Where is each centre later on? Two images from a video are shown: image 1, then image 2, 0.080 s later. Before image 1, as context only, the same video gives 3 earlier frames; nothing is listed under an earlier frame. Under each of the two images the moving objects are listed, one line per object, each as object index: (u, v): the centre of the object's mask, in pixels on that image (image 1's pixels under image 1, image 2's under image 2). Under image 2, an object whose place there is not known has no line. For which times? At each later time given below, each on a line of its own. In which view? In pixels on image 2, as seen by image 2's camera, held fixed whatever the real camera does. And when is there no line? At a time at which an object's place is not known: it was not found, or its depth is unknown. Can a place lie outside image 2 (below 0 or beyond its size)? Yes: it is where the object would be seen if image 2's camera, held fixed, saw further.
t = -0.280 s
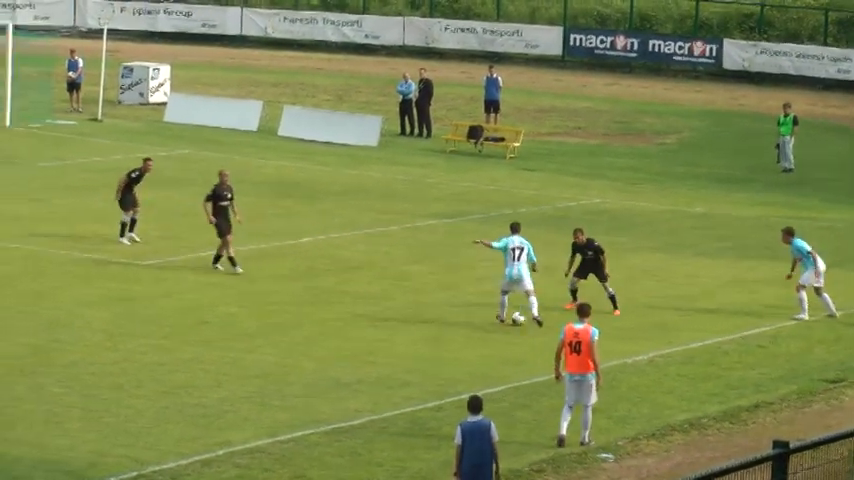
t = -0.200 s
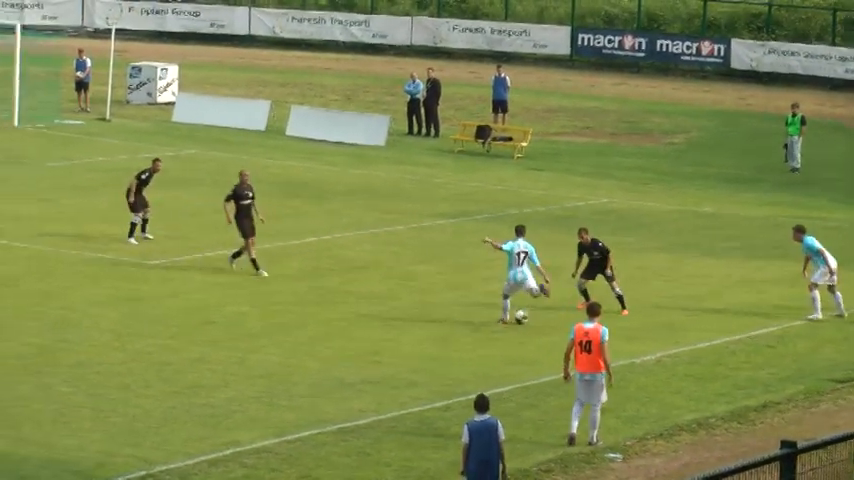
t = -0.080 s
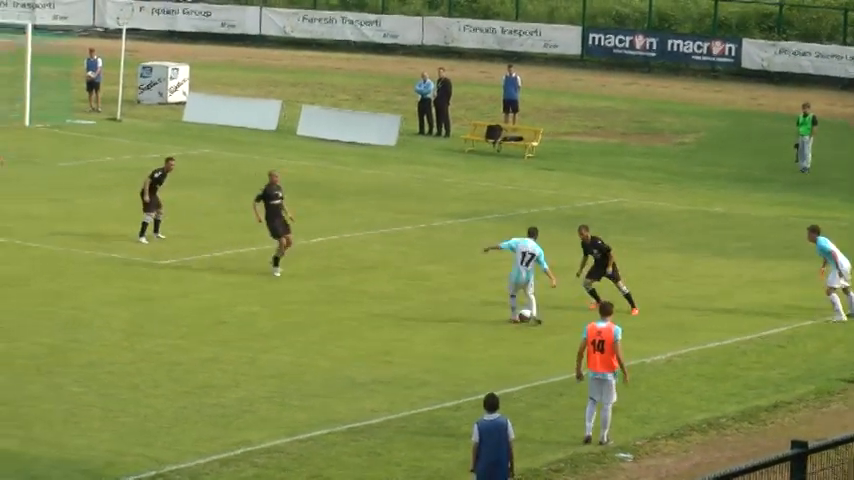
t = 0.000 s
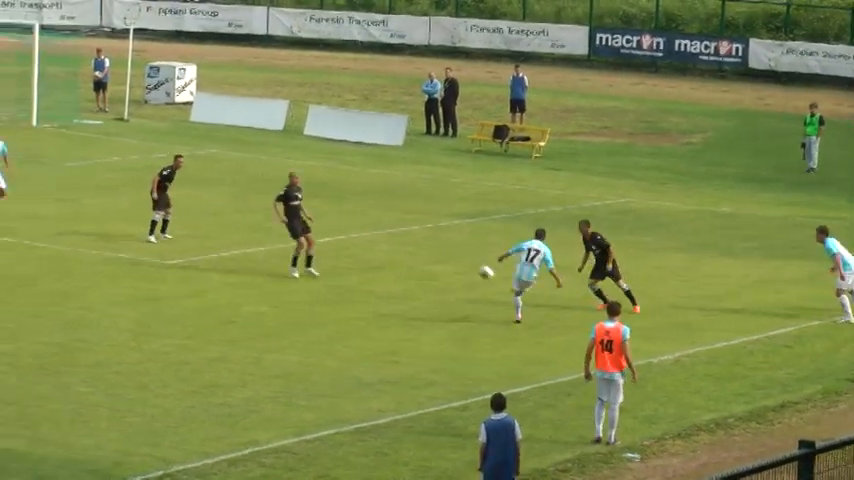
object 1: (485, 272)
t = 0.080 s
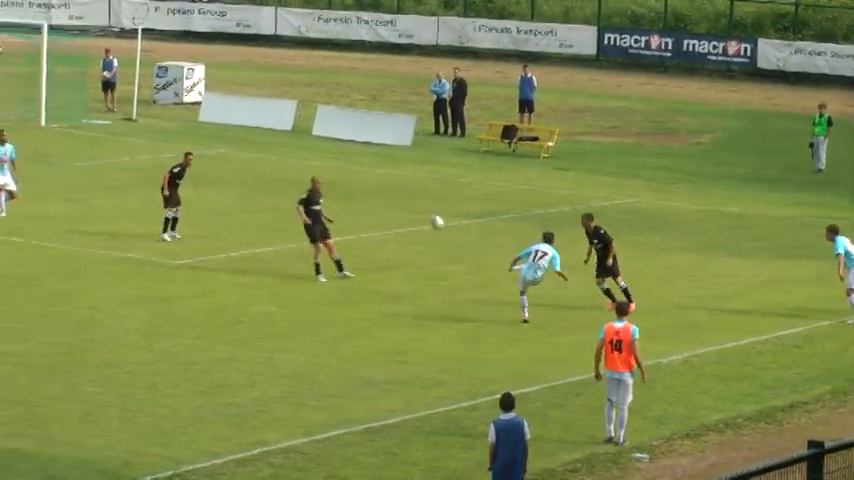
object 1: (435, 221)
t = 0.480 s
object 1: (178, 53)
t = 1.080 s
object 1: (-154, -10)
